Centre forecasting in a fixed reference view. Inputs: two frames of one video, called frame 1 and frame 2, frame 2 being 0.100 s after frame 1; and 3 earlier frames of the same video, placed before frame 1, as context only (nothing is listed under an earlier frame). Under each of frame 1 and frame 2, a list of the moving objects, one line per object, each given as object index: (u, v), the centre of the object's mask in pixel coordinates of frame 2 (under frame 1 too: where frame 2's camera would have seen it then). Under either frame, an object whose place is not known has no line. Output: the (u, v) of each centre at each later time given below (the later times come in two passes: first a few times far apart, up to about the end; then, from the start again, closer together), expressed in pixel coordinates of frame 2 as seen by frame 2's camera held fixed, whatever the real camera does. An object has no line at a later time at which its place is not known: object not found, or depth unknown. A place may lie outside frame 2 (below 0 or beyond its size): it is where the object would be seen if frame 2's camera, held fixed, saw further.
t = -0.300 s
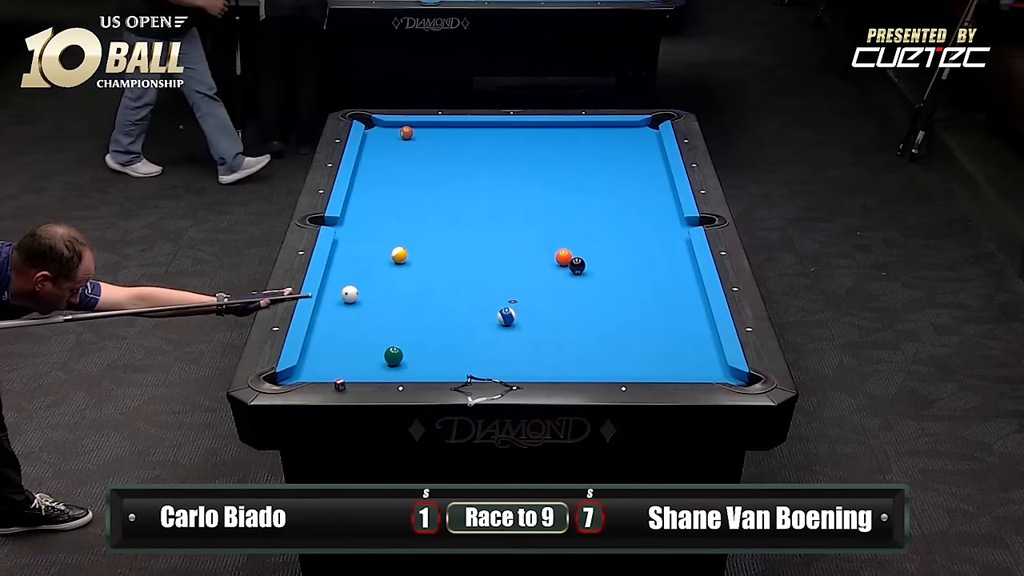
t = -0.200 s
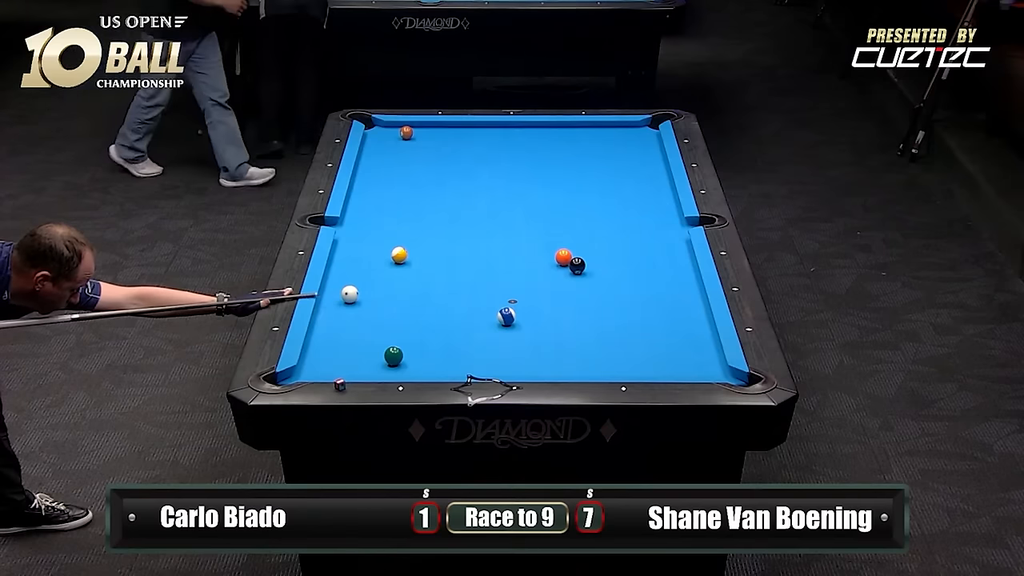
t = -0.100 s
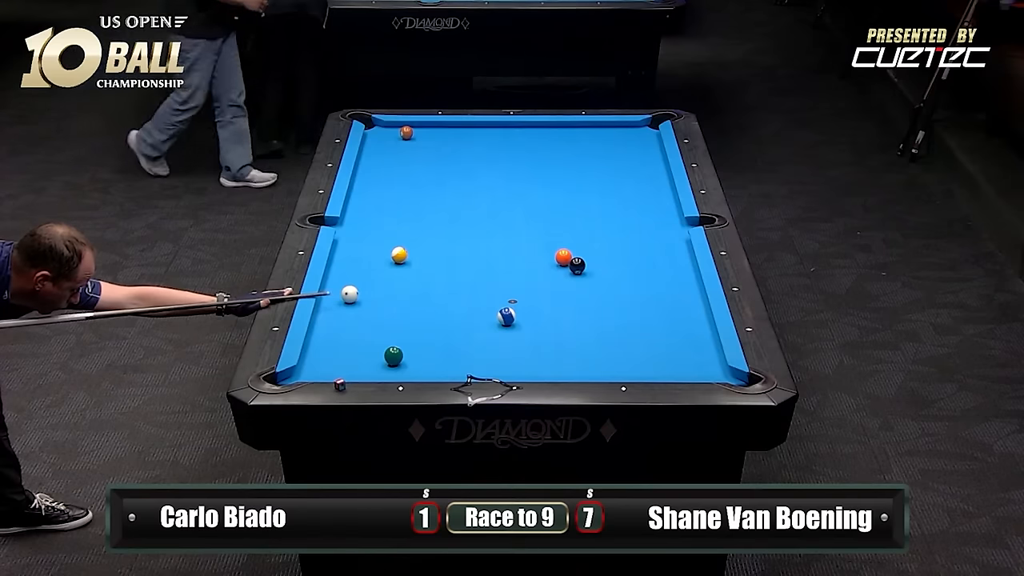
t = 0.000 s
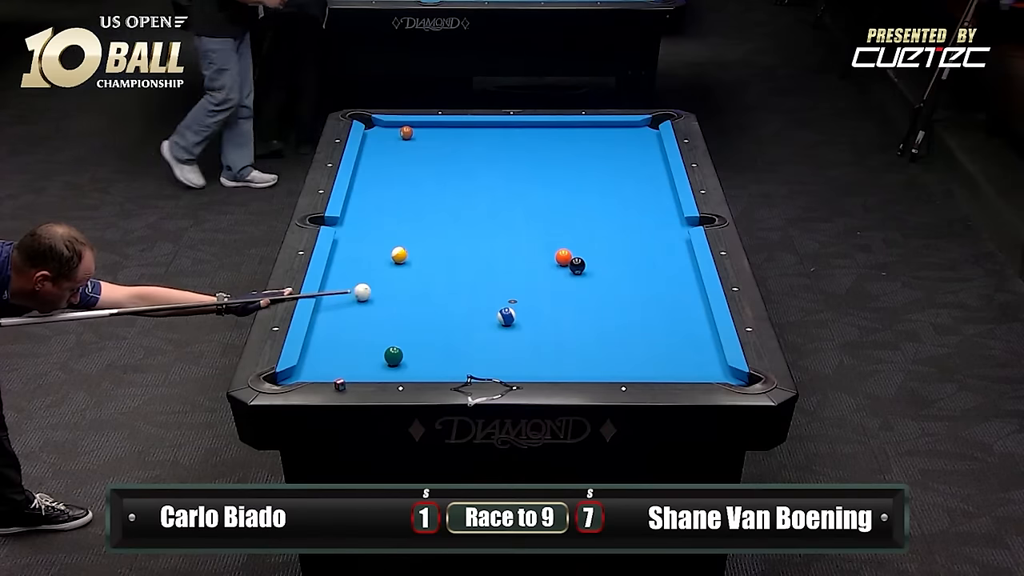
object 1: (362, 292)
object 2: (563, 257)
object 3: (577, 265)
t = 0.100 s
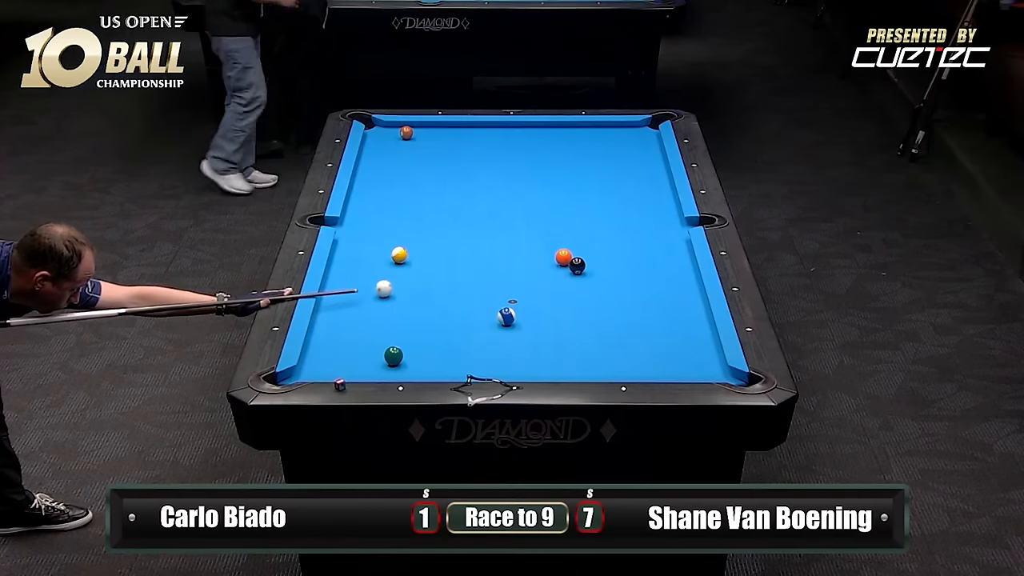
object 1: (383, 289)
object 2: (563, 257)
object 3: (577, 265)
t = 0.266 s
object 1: (429, 281)
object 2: (563, 256)
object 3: (577, 265)
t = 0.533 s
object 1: (489, 271)
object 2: (563, 256)
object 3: (577, 265)
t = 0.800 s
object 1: (551, 261)
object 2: (565, 255)
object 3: (577, 265)
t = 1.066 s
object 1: (562, 263)
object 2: (597, 248)
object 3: (580, 266)
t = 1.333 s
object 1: (564, 263)
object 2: (621, 241)
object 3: (587, 267)
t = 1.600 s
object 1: (565, 262)
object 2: (647, 234)
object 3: (595, 268)
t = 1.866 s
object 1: (565, 262)
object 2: (670, 229)
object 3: (600, 268)
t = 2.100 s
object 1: (565, 262)
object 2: (687, 224)
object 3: (603, 269)
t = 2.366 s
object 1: (565, 262)
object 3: (606, 269)
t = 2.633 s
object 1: (565, 262)
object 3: (608, 269)
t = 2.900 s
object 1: (565, 262)
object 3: (608, 269)
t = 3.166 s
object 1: (565, 263)
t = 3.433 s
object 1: (565, 263)
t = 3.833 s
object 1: (563, 262)
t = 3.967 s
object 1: (565, 262)
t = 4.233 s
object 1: (565, 262)
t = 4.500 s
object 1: (565, 262)
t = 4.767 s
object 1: (565, 262)
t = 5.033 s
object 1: (565, 262)
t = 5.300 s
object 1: (565, 262)
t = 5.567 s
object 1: (565, 262)
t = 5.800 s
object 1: (565, 262)
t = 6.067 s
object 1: (565, 262)
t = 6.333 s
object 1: (565, 263)
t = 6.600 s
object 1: (565, 262)
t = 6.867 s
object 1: (565, 262)
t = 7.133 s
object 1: (565, 262)
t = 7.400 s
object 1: (565, 262)
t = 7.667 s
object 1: (565, 262)
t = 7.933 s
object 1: (565, 262)
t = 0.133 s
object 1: (392, 287)
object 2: (563, 256)
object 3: (577, 265)
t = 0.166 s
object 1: (400, 286)
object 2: (563, 256)
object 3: (577, 265)
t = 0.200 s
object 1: (409, 284)
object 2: (563, 257)
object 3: (577, 265)
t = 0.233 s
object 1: (417, 283)
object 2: (563, 256)
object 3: (577, 265)
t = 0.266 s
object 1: (429, 281)
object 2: (563, 256)
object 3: (577, 265)
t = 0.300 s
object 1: (437, 280)
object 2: (563, 256)
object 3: (577, 265)
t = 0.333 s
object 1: (446, 278)
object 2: (563, 256)
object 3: (577, 265)
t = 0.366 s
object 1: (453, 277)
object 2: (563, 256)
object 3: (577, 265)
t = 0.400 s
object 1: (462, 276)
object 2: (563, 256)
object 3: (577, 265)
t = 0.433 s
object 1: (466, 275)
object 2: (563, 256)
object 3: (577, 265)
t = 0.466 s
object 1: (473, 274)
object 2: (563, 256)
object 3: (577, 265)
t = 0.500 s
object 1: (481, 272)
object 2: (563, 256)
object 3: (577, 265)
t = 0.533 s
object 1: (489, 271)
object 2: (563, 256)
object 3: (577, 265)
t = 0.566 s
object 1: (497, 270)
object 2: (563, 256)
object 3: (577, 265)
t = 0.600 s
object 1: (504, 269)
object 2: (563, 256)
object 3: (577, 265)
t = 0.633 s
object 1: (512, 267)
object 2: (563, 256)
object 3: (577, 265)
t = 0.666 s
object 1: (524, 265)
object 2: (563, 256)
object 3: (577, 265)
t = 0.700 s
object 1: (531, 264)
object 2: (563, 256)
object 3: (577, 265)
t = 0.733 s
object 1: (538, 263)
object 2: (563, 257)
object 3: (577, 265)
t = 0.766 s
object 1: (546, 262)
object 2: (563, 257)
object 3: (577, 265)
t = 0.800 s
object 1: (551, 261)
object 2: (565, 255)
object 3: (577, 265)
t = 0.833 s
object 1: (551, 261)
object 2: (567, 255)
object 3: (577, 265)
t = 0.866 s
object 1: (553, 262)
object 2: (573, 252)
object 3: (577, 265)
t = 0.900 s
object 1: (555, 262)
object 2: (578, 251)
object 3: (577, 265)
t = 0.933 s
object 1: (557, 262)
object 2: (582, 251)
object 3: (577, 265)
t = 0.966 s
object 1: (559, 262)
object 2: (585, 251)
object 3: (577, 265)
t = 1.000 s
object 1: (561, 263)
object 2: (589, 250)
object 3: (577, 265)
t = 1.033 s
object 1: (561, 263)
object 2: (592, 249)
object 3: (578, 265)
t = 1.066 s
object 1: (562, 263)
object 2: (597, 248)
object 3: (580, 266)
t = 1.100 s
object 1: (562, 263)
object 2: (600, 247)
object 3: (581, 266)
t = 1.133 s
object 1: (563, 263)
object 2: (604, 246)
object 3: (582, 266)
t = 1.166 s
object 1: (563, 263)
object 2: (607, 245)
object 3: (583, 266)
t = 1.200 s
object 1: (564, 263)
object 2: (610, 244)
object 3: (584, 266)
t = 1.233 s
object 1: (564, 263)
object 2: (612, 244)
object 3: (584, 266)
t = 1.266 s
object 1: (564, 263)
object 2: (615, 243)
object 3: (585, 266)
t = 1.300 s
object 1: (564, 263)
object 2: (618, 242)
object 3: (586, 266)
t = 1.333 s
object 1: (564, 263)
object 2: (621, 241)
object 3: (587, 267)
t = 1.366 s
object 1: (565, 263)
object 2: (624, 240)
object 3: (588, 267)
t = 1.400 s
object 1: (565, 263)
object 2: (628, 240)
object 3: (589, 267)
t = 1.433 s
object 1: (565, 263)
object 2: (631, 239)
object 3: (590, 267)
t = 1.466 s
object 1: (565, 263)
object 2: (635, 237)
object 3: (592, 267)
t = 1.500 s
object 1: (565, 263)
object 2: (638, 237)
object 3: (592, 267)
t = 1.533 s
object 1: (565, 263)
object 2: (641, 236)
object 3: (593, 267)
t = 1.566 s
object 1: (565, 262)
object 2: (644, 235)
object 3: (594, 268)
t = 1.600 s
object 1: (565, 262)
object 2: (647, 234)
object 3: (595, 268)
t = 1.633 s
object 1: (565, 263)
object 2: (649, 234)
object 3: (595, 268)
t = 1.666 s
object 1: (565, 263)
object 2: (652, 233)
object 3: (596, 268)
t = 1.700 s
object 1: (565, 263)
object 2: (654, 233)
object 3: (597, 268)
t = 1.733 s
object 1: (565, 262)
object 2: (657, 232)
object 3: (597, 268)
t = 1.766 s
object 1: (565, 262)
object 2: (660, 231)
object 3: (598, 268)
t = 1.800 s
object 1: (565, 262)
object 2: (663, 231)
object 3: (599, 268)
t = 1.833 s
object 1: (565, 262)
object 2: (666, 230)
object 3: (599, 268)
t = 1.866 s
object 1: (565, 262)
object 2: (670, 229)
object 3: (600, 268)
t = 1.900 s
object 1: (565, 262)
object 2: (672, 228)
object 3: (601, 268)
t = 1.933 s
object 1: (565, 262)
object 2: (675, 227)
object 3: (601, 268)
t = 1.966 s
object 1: (565, 263)
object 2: (678, 227)
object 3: (602, 268)
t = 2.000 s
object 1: (565, 262)
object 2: (680, 226)
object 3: (602, 268)
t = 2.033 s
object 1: (565, 262)
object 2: (682, 226)
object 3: (603, 269)
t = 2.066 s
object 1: (565, 262)
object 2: (684, 225)
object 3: (603, 269)
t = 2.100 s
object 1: (565, 262)
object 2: (687, 224)
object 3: (603, 269)
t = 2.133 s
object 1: (565, 262)
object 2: (689, 223)
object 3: (604, 269)
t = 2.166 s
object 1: (565, 262)
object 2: (692, 223)
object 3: (604, 269)
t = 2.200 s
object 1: (565, 262)
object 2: (695, 224)
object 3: (605, 269)
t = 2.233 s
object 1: (565, 262)
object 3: (605, 269)
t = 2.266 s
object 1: (565, 262)
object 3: (606, 269)
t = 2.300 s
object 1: (565, 262)
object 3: (606, 269)
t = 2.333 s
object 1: (565, 262)
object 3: (606, 269)
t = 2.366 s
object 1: (565, 262)
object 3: (606, 269)
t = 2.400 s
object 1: (565, 262)
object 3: (607, 269)
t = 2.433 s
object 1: (565, 262)
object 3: (607, 269)
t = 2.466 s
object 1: (565, 262)
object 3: (607, 269)
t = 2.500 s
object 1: (565, 262)
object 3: (607, 269)
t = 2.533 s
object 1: (565, 262)
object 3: (607, 269)
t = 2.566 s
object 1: (565, 262)
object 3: (607, 269)
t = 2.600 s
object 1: (565, 262)
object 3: (607, 269)
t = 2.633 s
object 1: (565, 262)
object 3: (608, 269)
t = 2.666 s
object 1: (565, 262)
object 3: (608, 269)
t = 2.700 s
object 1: (565, 262)
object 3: (608, 269)
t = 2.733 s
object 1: (565, 262)
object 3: (608, 269)
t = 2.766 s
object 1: (565, 263)
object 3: (608, 269)
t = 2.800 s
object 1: (565, 263)
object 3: (608, 269)
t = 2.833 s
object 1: (565, 262)
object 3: (608, 269)
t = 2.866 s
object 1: (565, 263)
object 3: (608, 269)
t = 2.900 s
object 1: (565, 262)
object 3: (608, 269)
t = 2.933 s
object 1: (565, 262)
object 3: (608, 269)
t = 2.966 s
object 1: (565, 263)
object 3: (608, 269)
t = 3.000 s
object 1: (565, 263)
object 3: (608, 269)
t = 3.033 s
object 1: (565, 263)
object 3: (608, 269)
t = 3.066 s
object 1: (565, 263)
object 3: (608, 269)
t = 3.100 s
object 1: (565, 263)
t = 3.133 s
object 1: (565, 263)
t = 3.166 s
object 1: (565, 263)
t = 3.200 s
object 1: (565, 263)
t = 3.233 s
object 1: (565, 263)
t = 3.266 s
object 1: (565, 263)
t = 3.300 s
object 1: (565, 263)
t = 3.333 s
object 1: (563, 262)
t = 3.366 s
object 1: (565, 263)
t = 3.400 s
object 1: (565, 263)
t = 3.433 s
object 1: (565, 263)
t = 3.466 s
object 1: (565, 263)
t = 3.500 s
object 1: (566, 262)
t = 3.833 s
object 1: (563, 262)
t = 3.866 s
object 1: (565, 262)
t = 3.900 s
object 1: (565, 262)
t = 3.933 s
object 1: (565, 262)
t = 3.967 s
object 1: (565, 262)
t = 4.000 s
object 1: (565, 262)
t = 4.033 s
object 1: (565, 262)
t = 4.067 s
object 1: (565, 262)
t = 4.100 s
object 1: (565, 262)
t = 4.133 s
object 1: (565, 262)
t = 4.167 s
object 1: (565, 262)
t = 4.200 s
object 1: (565, 262)
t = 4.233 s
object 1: (565, 262)
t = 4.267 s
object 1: (565, 262)
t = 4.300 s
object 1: (565, 262)
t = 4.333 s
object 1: (565, 262)
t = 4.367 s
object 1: (565, 262)
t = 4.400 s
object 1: (565, 262)
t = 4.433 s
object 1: (565, 262)
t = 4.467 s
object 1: (565, 262)
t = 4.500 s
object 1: (565, 262)
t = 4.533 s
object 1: (565, 263)
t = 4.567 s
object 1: (565, 262)
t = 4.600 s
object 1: (565, 263)
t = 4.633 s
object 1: (565, 262)
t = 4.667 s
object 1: (565, 262)
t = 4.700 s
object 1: (565, 262)
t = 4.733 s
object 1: (565, 262)
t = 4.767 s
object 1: (565, 262)
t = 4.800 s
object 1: (565, 262)
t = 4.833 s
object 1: (565, 262)
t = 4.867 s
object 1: (565, 262)
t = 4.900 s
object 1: (565, 262)
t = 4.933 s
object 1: (565, 263)
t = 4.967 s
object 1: (565, 262)
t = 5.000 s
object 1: (565, 262)
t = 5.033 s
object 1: (565, 262)
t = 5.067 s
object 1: (565, 262)
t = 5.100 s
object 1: (565, 262)
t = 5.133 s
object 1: (565, 262)
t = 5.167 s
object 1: (565, 262)
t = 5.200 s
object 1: (565, 262)
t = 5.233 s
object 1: (565, 262)
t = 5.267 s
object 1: (565, 262)
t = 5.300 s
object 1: (565, 262)
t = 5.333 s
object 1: (565, 262)
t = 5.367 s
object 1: (565, 262)
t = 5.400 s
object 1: (565, 262)
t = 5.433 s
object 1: (565, 262)
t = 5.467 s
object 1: (565, 262)
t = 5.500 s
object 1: (565, 262)
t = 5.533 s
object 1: (565, 262)
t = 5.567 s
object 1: (565, 262)
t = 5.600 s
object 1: (565, 262)
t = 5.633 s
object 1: (565, 262)
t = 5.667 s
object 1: (565, 262)
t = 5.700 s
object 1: (565, 262)
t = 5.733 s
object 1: (565, 262)
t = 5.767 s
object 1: (565, 262)
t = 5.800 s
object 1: (565, 262)
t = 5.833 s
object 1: (565, 262)
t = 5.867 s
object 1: (565, 262)
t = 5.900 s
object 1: (565, 262)
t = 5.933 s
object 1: (565, 262)
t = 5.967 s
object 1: (565, 262)
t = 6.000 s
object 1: (565, 262)
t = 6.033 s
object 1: (565, 262)
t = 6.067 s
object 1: (565, 262)
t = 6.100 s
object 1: (565, 262)
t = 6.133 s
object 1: (565, 262)
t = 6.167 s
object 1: (565, 262)
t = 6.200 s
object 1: (565, 262)
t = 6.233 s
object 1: (565, 262)
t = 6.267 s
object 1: (565, 262)
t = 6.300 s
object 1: (565, 262)
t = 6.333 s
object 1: (565, 263)
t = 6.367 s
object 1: (565, 262)
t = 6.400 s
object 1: (565, 262)
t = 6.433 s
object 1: (565, 263)
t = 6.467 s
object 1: (565, 262)
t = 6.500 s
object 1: (565, 262)
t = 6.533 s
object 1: (565, 262)
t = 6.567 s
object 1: (565, 263)
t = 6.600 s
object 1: (565, 262)
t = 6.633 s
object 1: (565, 262)
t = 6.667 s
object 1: (565, 262)
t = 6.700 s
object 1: (565, 262)
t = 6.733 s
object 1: (565, 262)
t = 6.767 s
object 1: (565, 262)
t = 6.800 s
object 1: (565, 262)
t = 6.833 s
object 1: (565, 262)
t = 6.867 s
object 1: (565, 262)
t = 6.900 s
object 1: (565, 262)
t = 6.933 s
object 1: (565, 262)
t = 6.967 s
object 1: (565, 262)
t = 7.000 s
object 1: (565, 262)
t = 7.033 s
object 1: (565, 262)
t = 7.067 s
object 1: (565, 262)
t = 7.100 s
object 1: (565, 262)
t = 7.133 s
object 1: (565, 262)
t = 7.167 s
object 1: (565, 262)
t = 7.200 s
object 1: (565, 262)
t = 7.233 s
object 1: (565, 262)
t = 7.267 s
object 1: (565, 262)
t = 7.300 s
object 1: (565, 262)
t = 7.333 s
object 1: (565, 262)
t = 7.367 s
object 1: (565, 262)
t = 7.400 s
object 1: (565, 262)
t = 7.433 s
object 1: (565, 262)
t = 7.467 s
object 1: (565, 262)
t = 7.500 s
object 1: (565, 262)
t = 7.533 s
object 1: (565, 262)
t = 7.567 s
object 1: (565, 262)
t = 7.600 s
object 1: (565, 262)
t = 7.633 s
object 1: (565, 262)
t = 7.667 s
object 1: (565, 262)
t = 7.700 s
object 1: (565, 262)
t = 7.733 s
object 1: (565, 262)
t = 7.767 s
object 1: (565, 262)
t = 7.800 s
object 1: (565, 262)
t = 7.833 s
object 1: (565, 262)
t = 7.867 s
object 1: (565, 262)
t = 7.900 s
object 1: (565, 262)
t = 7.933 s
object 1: (565, 262)
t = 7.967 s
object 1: (565, 262)
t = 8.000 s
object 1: (565, 262)
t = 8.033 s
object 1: (565, 262)
